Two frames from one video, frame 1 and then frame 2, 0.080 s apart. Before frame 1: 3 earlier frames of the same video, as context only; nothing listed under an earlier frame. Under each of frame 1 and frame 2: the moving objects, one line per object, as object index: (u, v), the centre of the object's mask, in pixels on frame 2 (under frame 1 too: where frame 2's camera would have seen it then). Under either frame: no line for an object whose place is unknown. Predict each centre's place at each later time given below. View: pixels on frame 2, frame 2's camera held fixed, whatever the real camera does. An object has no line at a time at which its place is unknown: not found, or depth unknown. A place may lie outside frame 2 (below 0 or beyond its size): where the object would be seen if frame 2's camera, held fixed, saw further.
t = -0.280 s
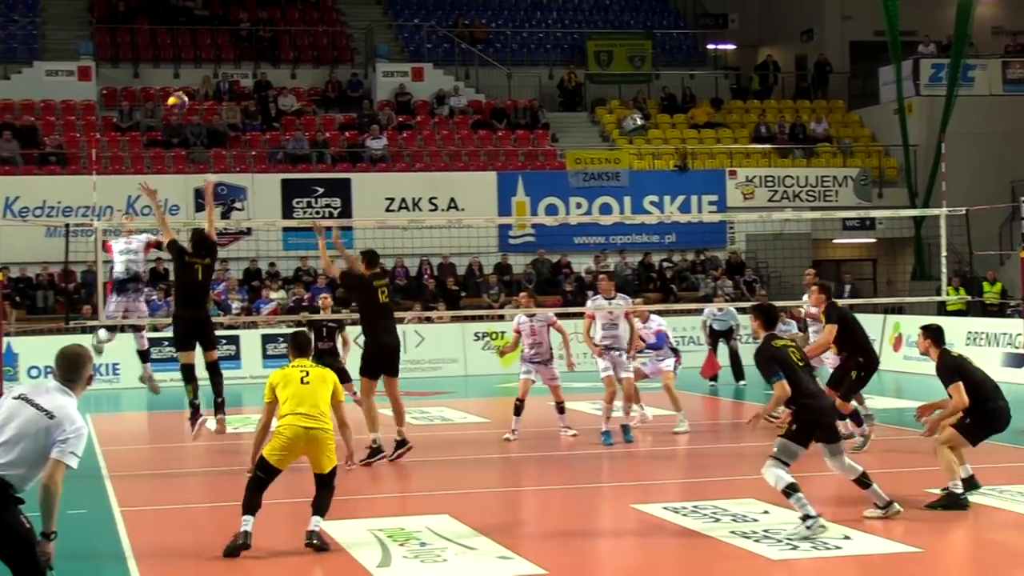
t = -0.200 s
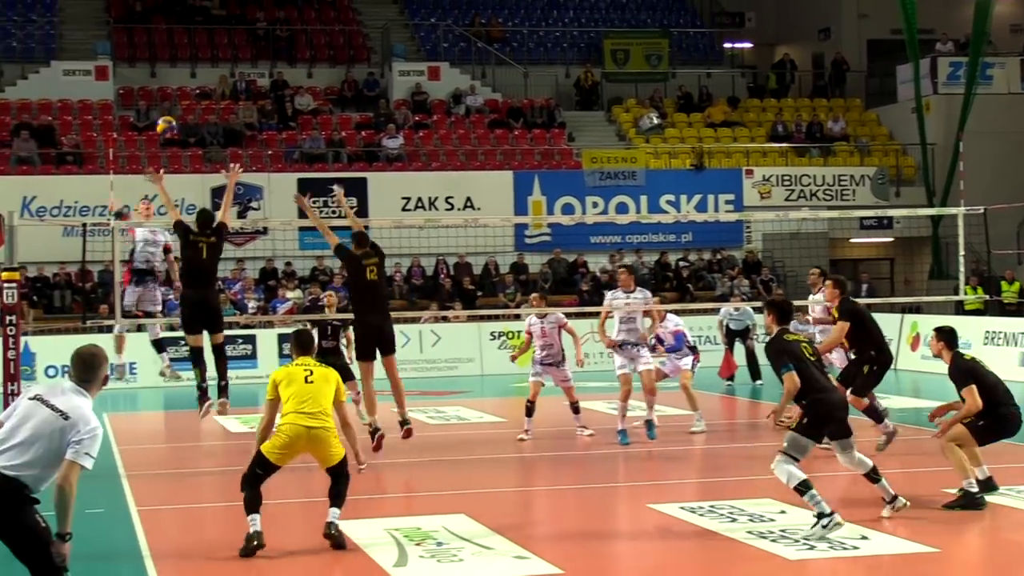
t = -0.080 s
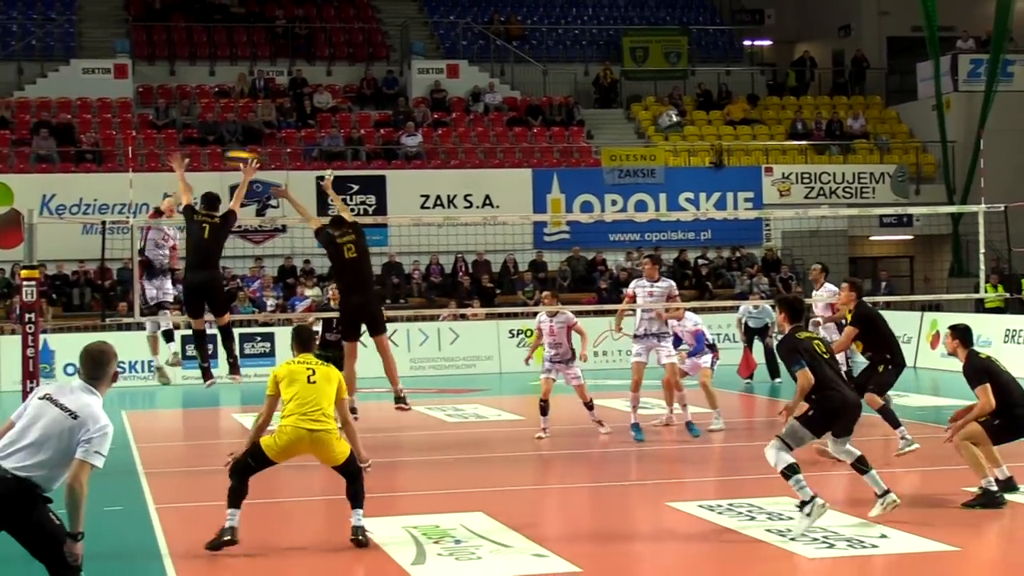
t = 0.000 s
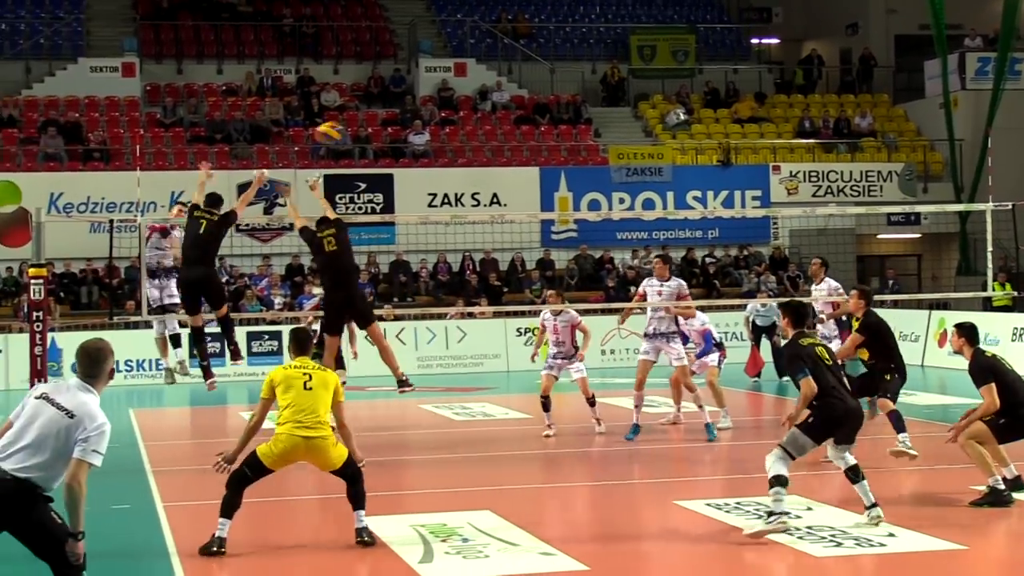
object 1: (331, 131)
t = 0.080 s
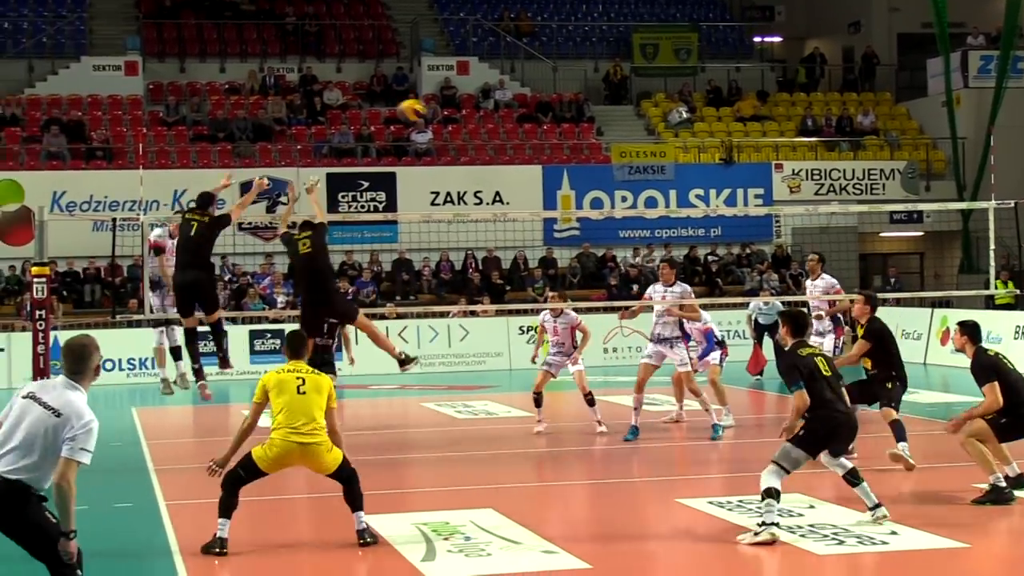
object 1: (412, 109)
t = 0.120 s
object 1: (452, 103)
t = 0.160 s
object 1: (496, 97)
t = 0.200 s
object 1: (539, 93)
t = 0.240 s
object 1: (584, 92)
